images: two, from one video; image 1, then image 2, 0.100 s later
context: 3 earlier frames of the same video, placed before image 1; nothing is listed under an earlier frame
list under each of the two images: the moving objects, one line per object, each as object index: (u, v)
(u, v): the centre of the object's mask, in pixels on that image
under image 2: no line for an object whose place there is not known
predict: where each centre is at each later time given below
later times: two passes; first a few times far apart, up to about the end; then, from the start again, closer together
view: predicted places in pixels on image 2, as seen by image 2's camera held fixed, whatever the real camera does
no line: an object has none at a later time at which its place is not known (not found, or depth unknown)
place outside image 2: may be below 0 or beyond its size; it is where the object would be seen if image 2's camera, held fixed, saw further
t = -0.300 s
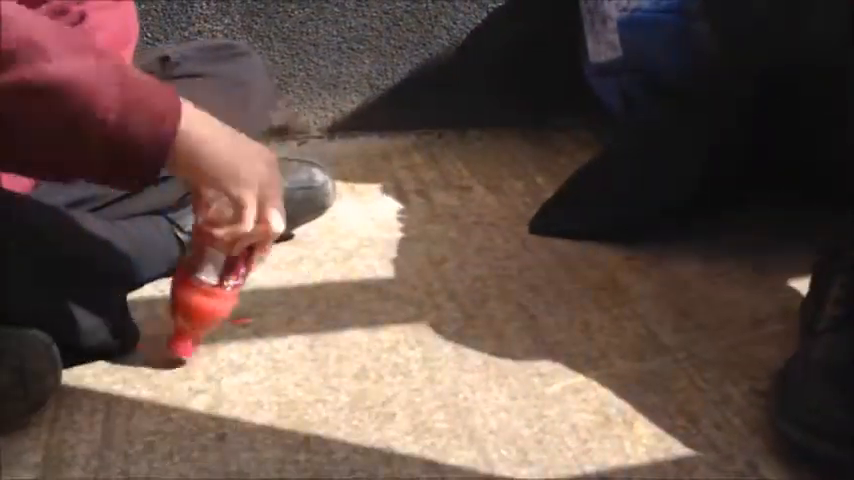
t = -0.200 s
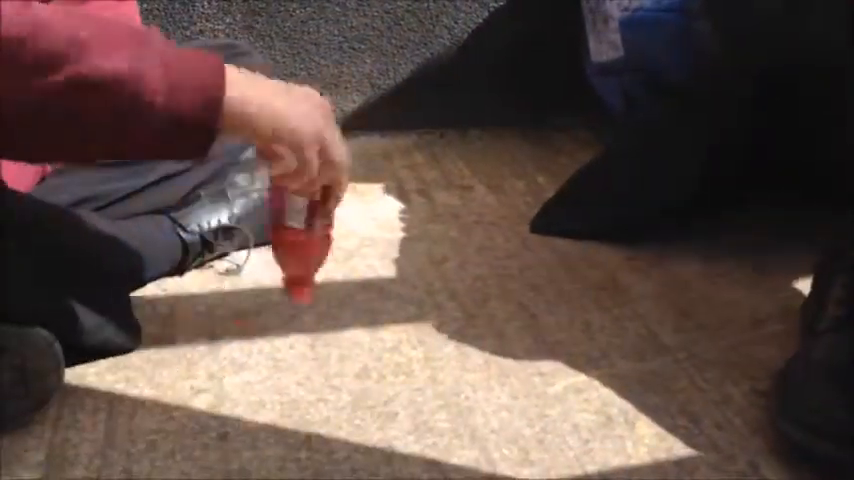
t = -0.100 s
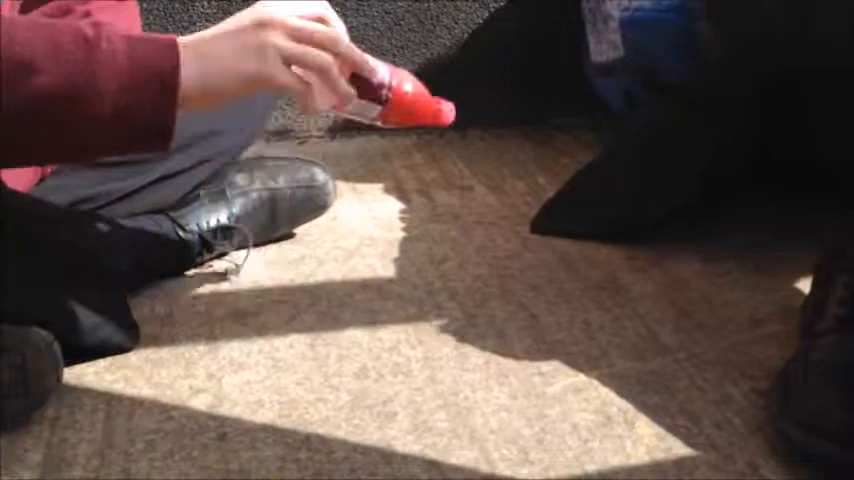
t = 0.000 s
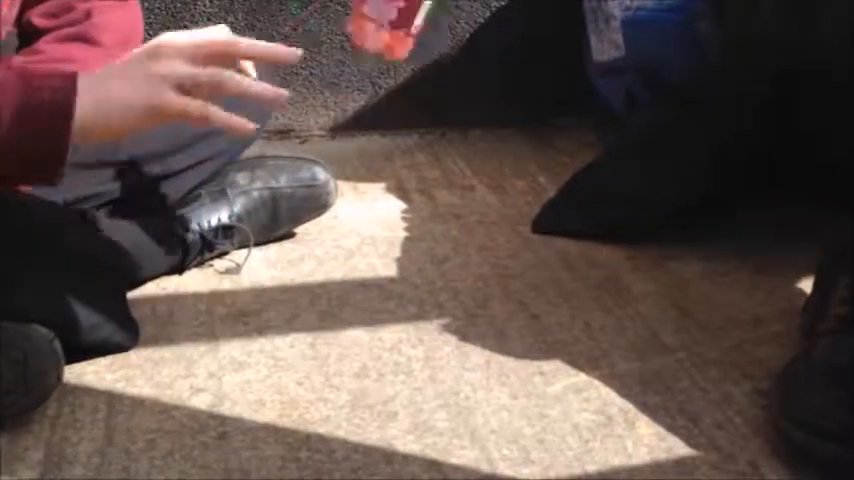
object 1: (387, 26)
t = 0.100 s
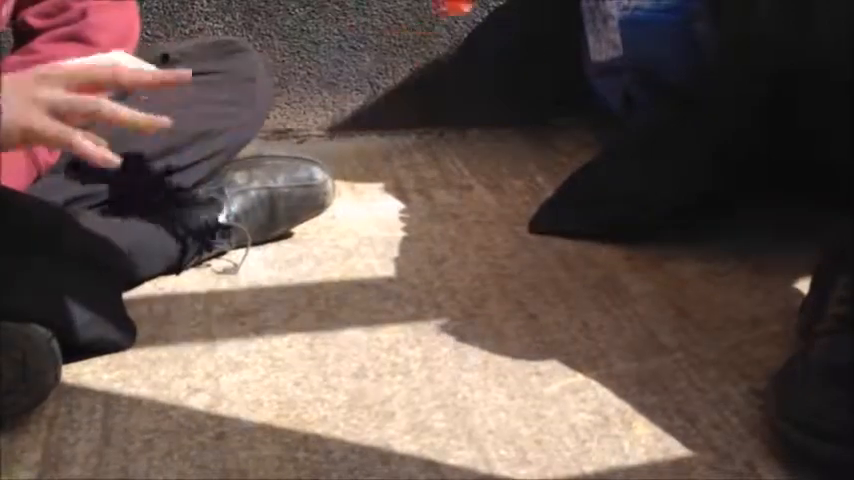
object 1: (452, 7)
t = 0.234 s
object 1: (461, 61)
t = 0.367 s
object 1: (493, 291)
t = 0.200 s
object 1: (473, 24)
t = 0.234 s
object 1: (461, 61)
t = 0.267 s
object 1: (466, 125)
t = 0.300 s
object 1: (470, 200)
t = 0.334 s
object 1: (476, 275)
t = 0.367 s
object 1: (493, 291)
